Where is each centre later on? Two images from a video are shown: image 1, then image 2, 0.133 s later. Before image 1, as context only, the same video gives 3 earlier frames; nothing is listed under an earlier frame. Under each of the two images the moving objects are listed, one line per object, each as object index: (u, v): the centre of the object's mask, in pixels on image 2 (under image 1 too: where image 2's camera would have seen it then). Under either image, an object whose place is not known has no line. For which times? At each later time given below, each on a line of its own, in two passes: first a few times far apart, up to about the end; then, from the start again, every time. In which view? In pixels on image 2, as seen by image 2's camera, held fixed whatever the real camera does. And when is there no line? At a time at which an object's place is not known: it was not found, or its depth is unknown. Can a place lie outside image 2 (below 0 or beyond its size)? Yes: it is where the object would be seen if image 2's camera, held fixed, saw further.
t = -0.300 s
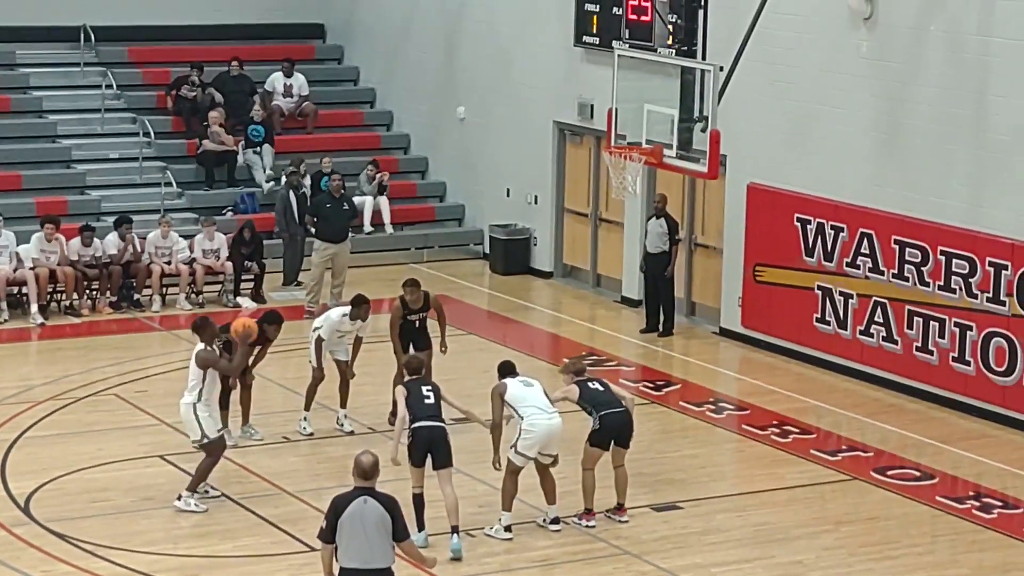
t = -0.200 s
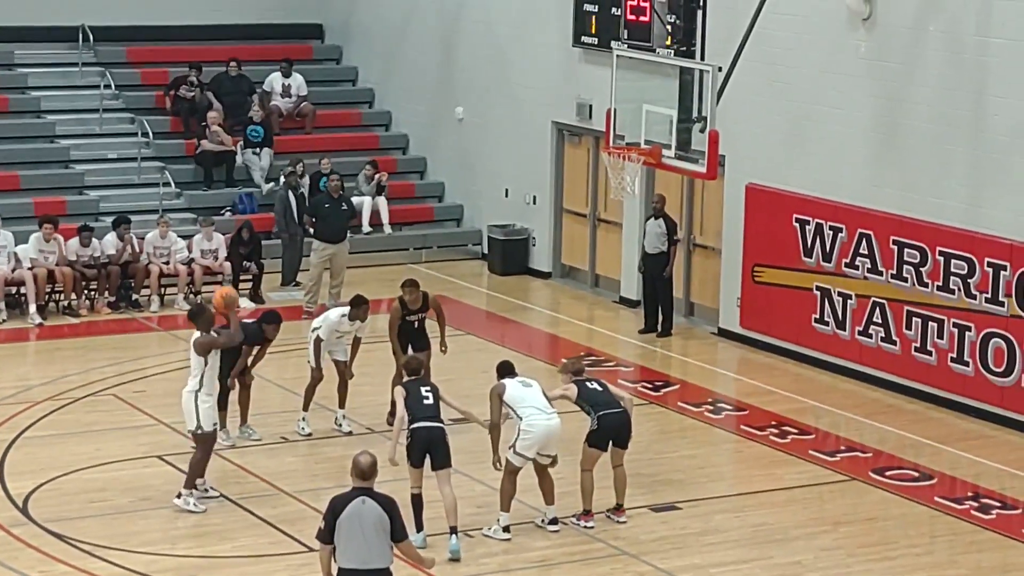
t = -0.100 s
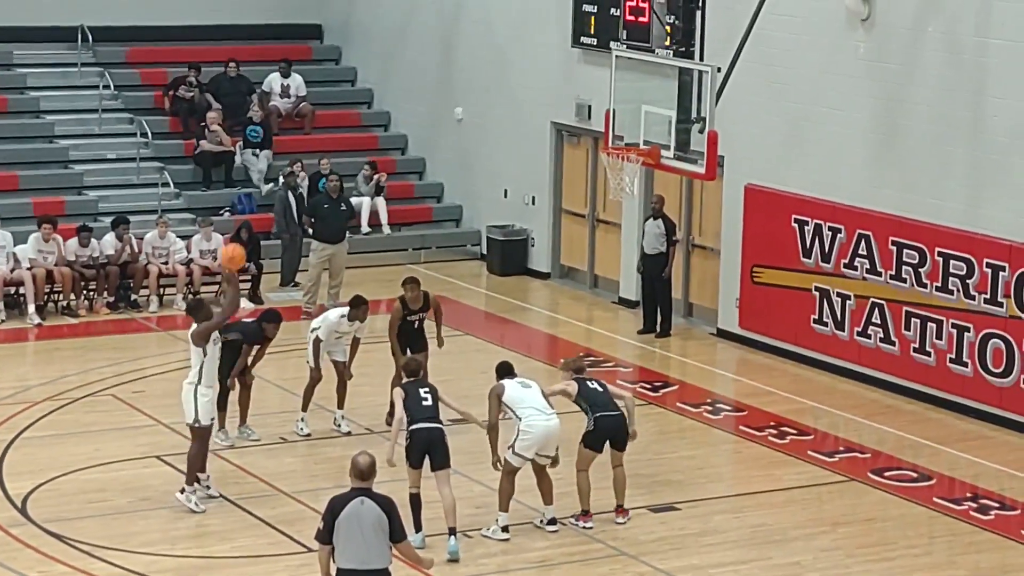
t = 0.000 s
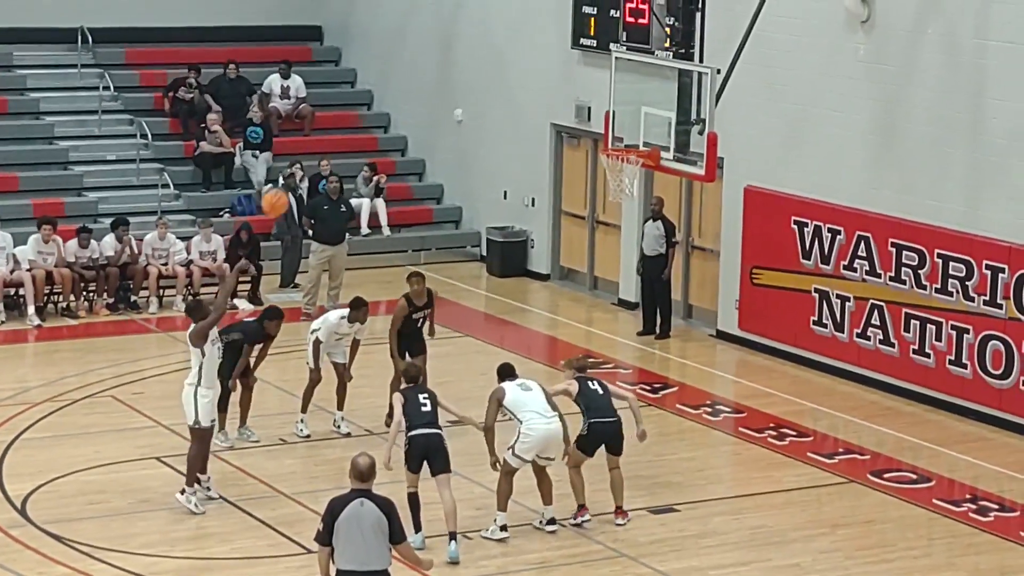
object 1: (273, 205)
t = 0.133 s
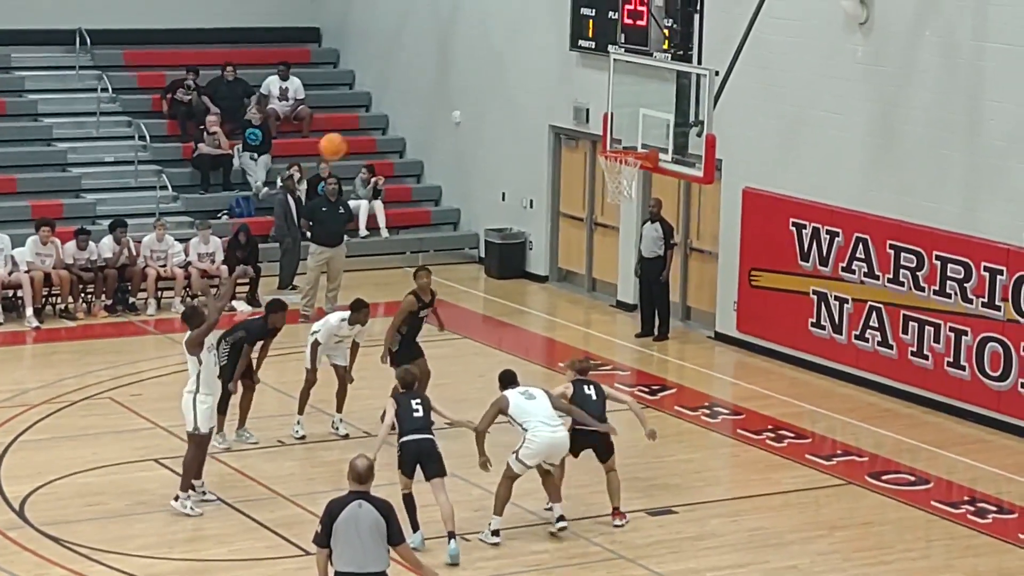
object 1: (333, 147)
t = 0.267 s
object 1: (389, 108)
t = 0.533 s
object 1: (498, 87)
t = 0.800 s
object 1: (598, 138)
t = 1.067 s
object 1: (633, 126)
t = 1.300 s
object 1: (642, 141)
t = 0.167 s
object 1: (347, 135)
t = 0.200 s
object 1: (362, 125)
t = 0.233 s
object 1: (375, 116)
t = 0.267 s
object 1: (389, 108)
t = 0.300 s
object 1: (404, 101)
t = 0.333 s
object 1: (418, 96)
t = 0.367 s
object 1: (431, 92)
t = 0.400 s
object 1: (445, 89)
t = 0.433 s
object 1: (458, 87)
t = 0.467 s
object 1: (472, 86)
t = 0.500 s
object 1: (485, 86)
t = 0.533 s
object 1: (498, 87)
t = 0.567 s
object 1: (511, 90)
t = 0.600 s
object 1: (524, 94)
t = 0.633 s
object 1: (536, 98)
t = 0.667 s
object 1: (549, 104)
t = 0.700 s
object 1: (562, 110)
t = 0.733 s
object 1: (574, 118)
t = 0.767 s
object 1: (586, 128)
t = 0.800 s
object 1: (598, 138)
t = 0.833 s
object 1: (606, 144)
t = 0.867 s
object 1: (610, 138)
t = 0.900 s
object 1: (614, 133)
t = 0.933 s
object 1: (618, 130)
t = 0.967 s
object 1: (622, 128)
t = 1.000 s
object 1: (626, 126)
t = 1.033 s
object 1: (630, 125)
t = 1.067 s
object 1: (633, 126)
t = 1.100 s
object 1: (637, 127)
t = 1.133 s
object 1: (641, 130)
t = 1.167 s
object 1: (644, 134)
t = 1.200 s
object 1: (648, 140)
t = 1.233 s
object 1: (647, 141)
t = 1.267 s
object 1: (644, 141)
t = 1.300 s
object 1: (642, 141)
